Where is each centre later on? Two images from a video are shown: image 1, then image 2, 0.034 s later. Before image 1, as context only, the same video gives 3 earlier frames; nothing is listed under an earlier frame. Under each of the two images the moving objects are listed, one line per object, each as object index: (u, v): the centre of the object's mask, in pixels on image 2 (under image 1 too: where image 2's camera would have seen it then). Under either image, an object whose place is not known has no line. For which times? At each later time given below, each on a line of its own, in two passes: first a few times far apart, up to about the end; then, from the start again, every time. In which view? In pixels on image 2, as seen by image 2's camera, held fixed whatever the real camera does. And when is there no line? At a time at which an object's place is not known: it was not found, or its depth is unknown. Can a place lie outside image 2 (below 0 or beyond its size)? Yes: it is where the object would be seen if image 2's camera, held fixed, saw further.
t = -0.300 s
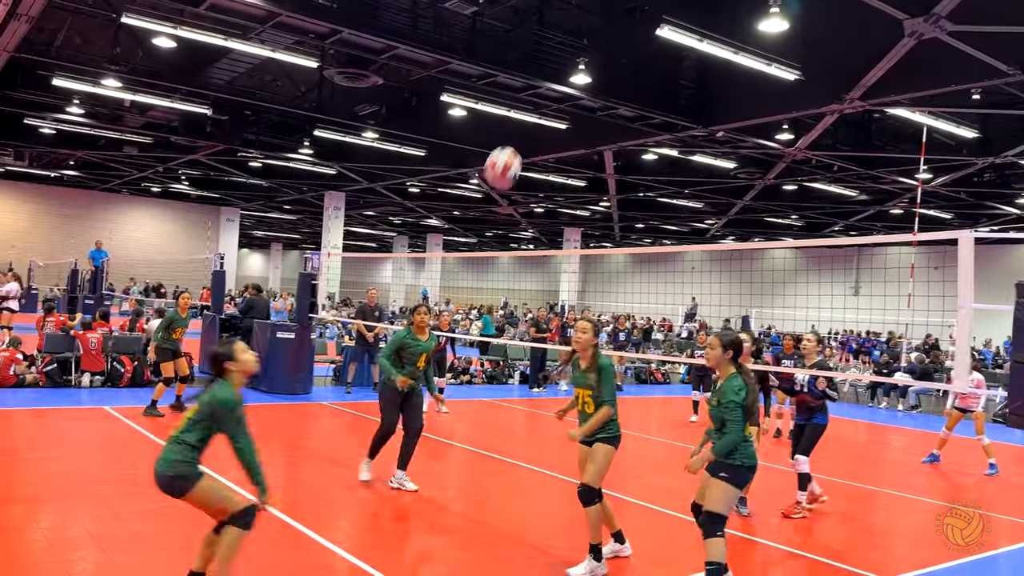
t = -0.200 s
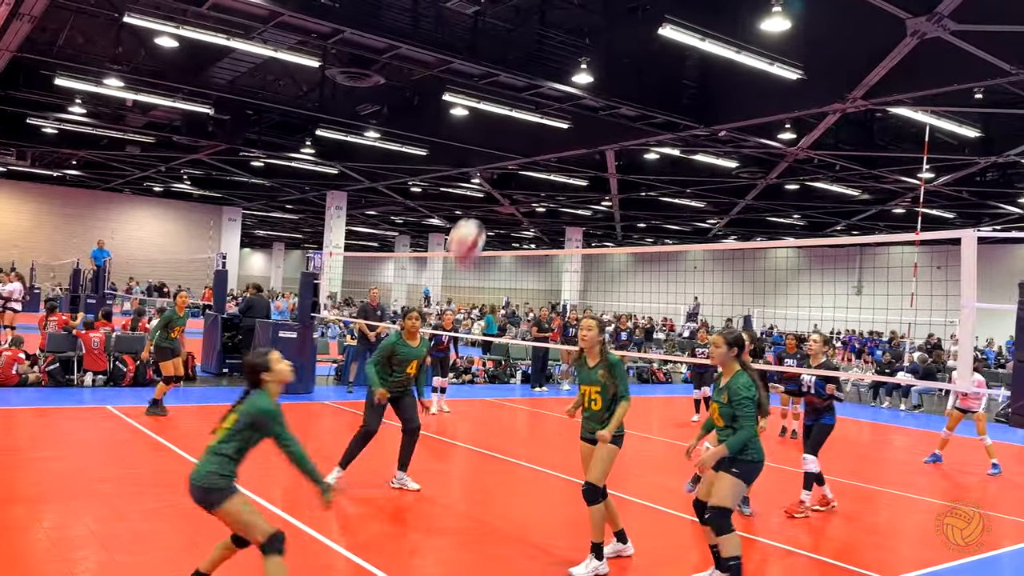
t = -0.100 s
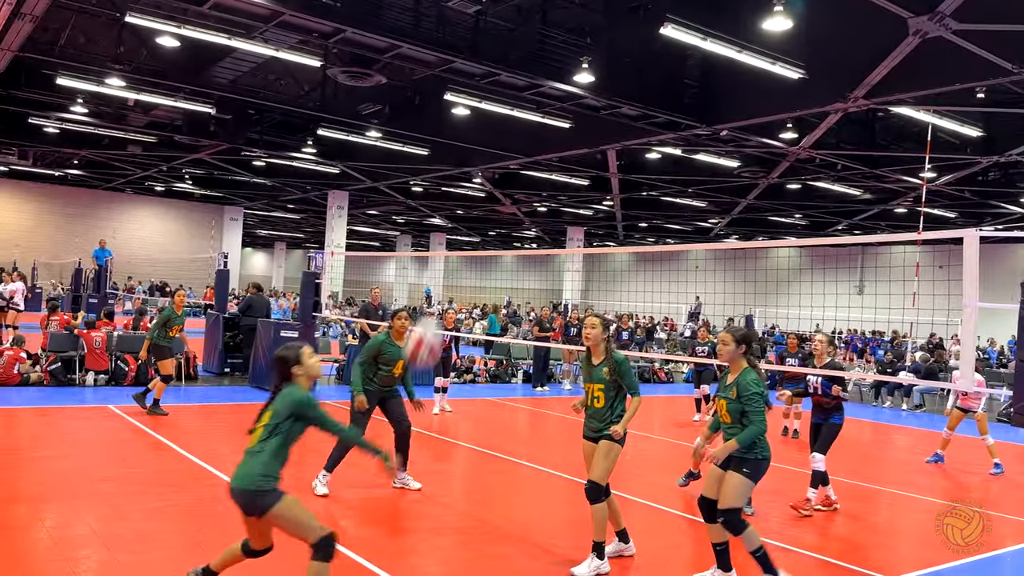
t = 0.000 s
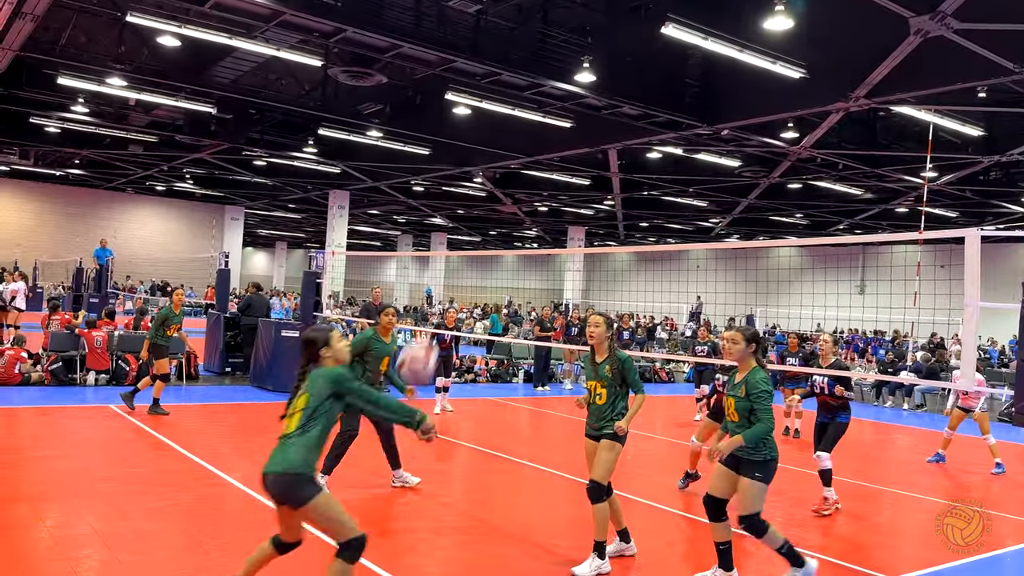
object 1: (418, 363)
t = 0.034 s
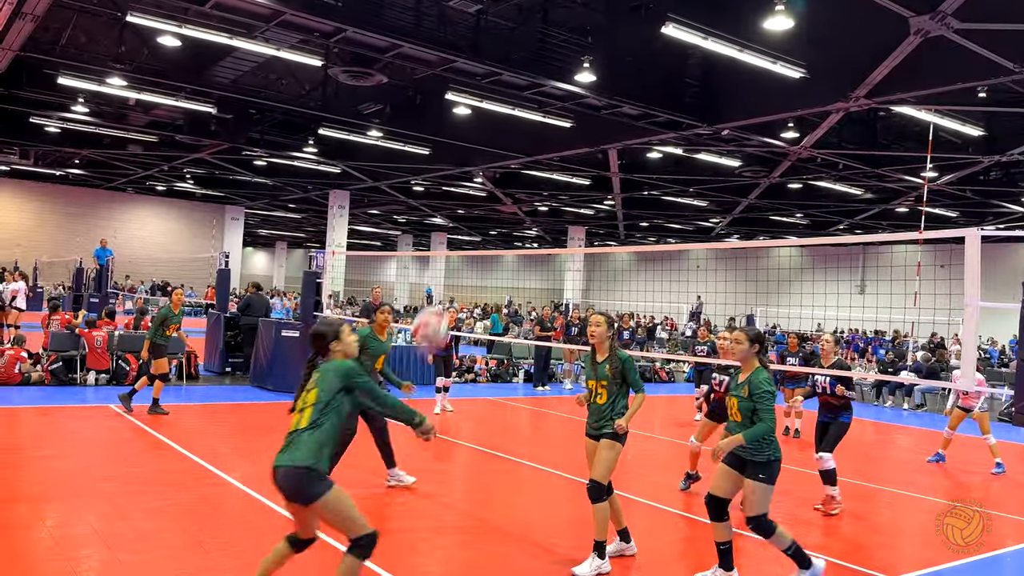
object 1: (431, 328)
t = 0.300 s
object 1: (512, 169)
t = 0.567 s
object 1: (572, 142)
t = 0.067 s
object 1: (442, 300)
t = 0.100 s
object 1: (454, 275)
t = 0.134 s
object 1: (465, 250)
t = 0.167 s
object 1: (475, 229)
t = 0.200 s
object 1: (485, 212)
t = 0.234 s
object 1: (494, 195)
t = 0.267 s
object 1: (503, 181)
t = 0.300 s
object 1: (512, 169)
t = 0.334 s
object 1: (520, 159)
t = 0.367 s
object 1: (529, 150)
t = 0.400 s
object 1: (537, 144)
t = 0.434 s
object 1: (544, 141)
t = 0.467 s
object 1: (551, 139)
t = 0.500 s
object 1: (558, 137)
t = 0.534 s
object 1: (566, 139)
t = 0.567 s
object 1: (572, 142)
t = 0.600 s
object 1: (579, 146)
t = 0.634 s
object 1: (585, 152)
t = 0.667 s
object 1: (591, 160)
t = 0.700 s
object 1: (597, 169)
